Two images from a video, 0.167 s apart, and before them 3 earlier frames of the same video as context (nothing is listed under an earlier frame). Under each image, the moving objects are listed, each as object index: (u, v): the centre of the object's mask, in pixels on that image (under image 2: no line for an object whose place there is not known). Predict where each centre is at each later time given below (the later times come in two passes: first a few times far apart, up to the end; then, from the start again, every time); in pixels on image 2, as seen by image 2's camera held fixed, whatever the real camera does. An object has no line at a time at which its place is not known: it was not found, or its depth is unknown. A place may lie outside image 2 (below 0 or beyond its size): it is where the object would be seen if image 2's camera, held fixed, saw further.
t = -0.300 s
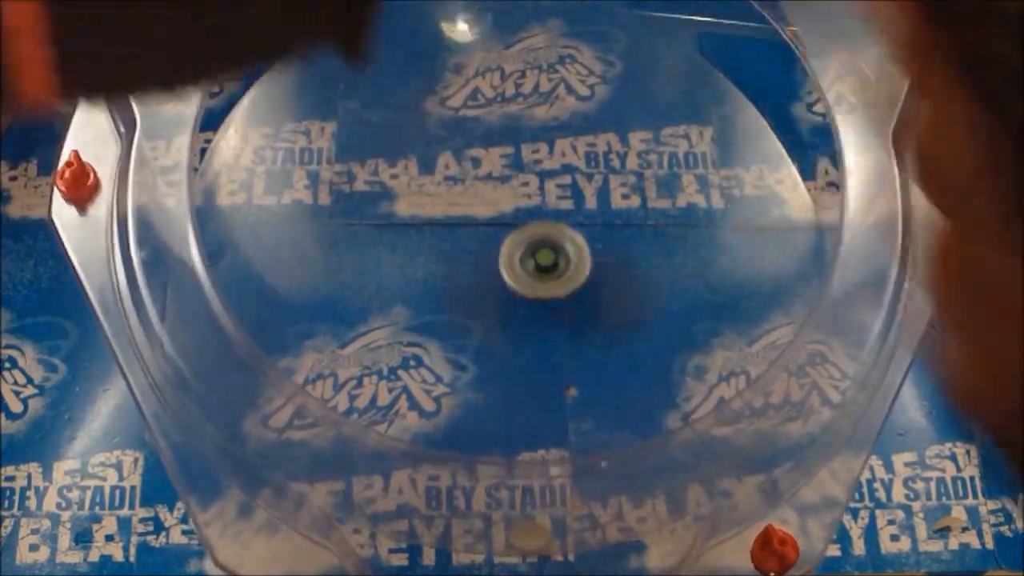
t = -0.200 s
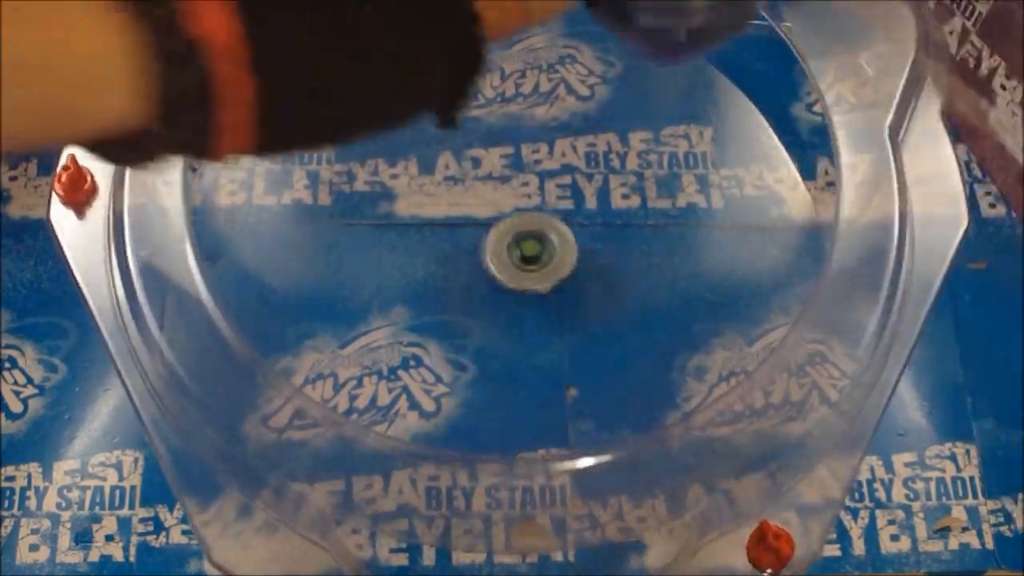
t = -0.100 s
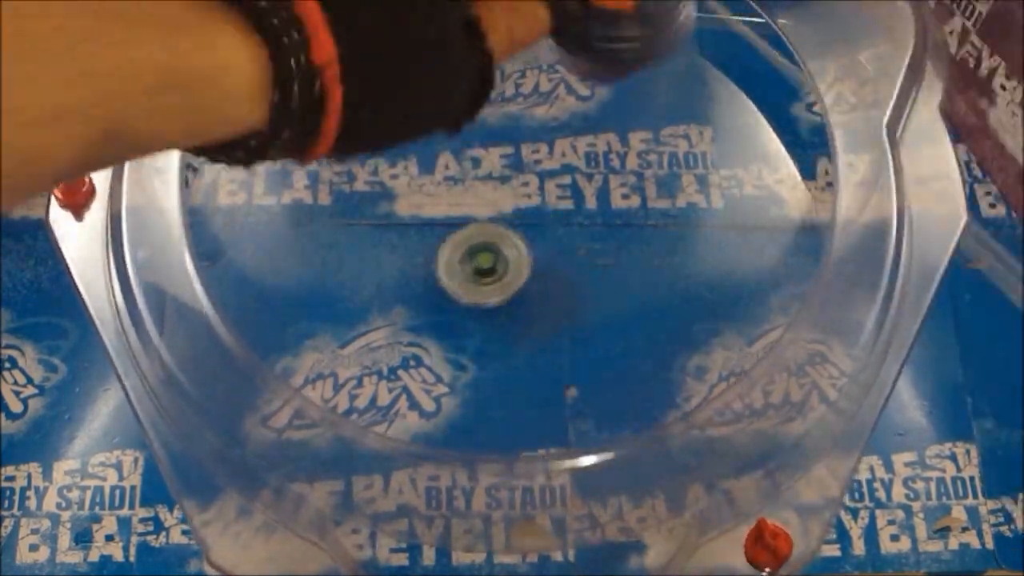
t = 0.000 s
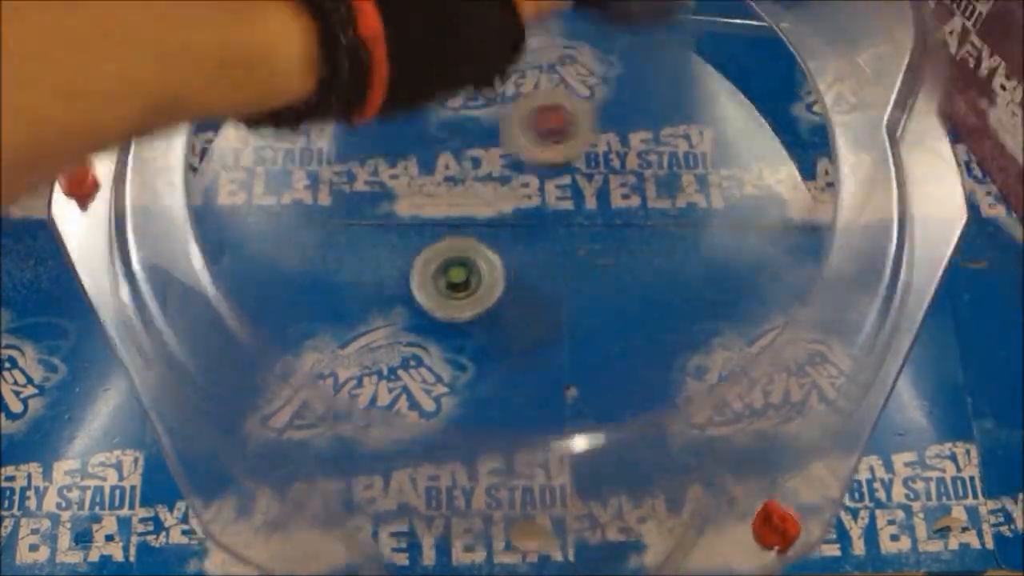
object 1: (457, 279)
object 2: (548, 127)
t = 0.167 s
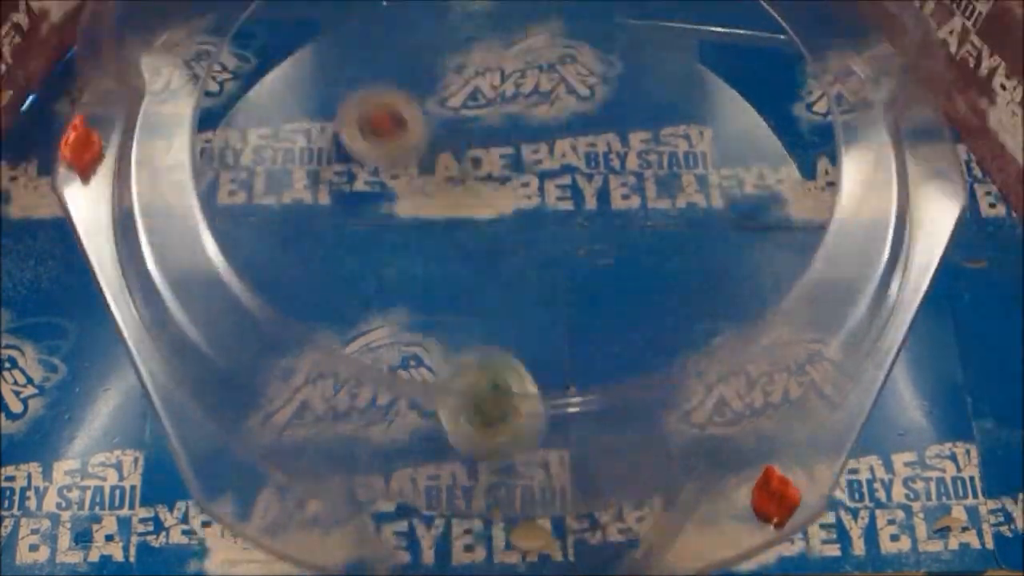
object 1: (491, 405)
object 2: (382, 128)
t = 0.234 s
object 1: (546, 478)
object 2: (356, 65)
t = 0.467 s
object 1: (582, 407)
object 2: (354, 223)
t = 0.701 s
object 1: (453, 203)
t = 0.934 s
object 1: (433, 216)
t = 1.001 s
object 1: (449, 252)
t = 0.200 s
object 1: (519, 442)
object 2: (367, 92)
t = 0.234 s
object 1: (546, 478)
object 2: (356, 65)
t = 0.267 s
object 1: (570, 491)
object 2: (350, 48)
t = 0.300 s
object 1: (587, 498)
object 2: (346, 43)
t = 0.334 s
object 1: (598, 496)
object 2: (345, 51)
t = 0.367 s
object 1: (604, 480)
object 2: (343, 74)
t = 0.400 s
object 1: (601, 462)
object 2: (346, 109)
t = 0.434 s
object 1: (594, 435)
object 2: (351, 162)
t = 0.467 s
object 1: (582, 407)
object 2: (354, 223)
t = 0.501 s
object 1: (564, 376)
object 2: (358, 288)
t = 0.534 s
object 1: (545, 342)
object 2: (373, 356)
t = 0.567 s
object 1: (525, 309)
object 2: (408, 419)
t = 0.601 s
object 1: (506, 278)
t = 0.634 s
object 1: (488, 250)
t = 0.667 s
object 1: (474, 222)
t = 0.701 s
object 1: (453, 203)
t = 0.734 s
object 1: (446, 187)
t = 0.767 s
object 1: (440, 176)
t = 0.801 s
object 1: (431, 174)
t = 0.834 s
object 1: (429, 176)
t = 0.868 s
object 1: (429, 184)
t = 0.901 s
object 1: (429, 202)
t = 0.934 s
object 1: (433, 216)
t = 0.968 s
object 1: (440, 231)
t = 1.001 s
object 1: (449, 252)
